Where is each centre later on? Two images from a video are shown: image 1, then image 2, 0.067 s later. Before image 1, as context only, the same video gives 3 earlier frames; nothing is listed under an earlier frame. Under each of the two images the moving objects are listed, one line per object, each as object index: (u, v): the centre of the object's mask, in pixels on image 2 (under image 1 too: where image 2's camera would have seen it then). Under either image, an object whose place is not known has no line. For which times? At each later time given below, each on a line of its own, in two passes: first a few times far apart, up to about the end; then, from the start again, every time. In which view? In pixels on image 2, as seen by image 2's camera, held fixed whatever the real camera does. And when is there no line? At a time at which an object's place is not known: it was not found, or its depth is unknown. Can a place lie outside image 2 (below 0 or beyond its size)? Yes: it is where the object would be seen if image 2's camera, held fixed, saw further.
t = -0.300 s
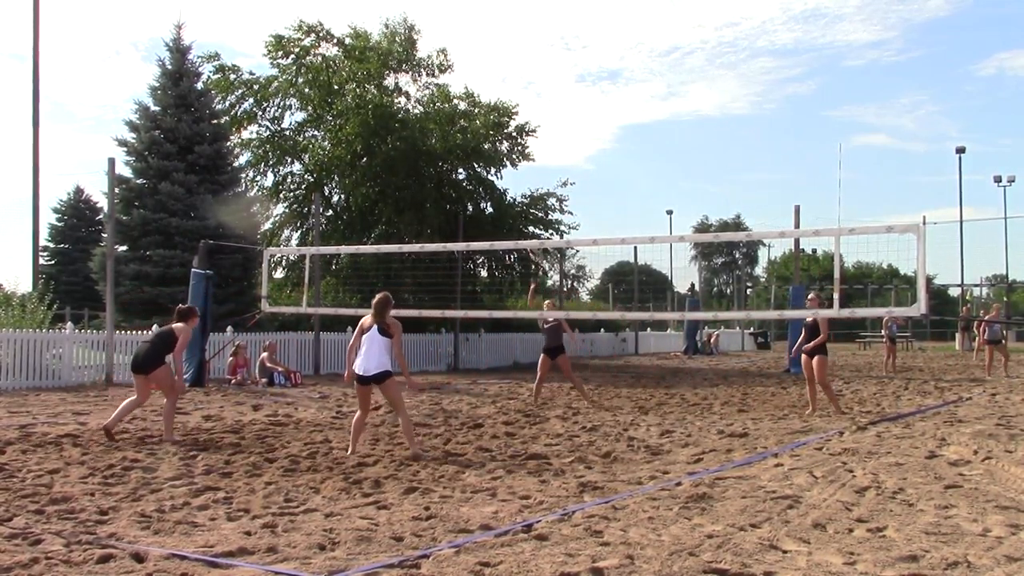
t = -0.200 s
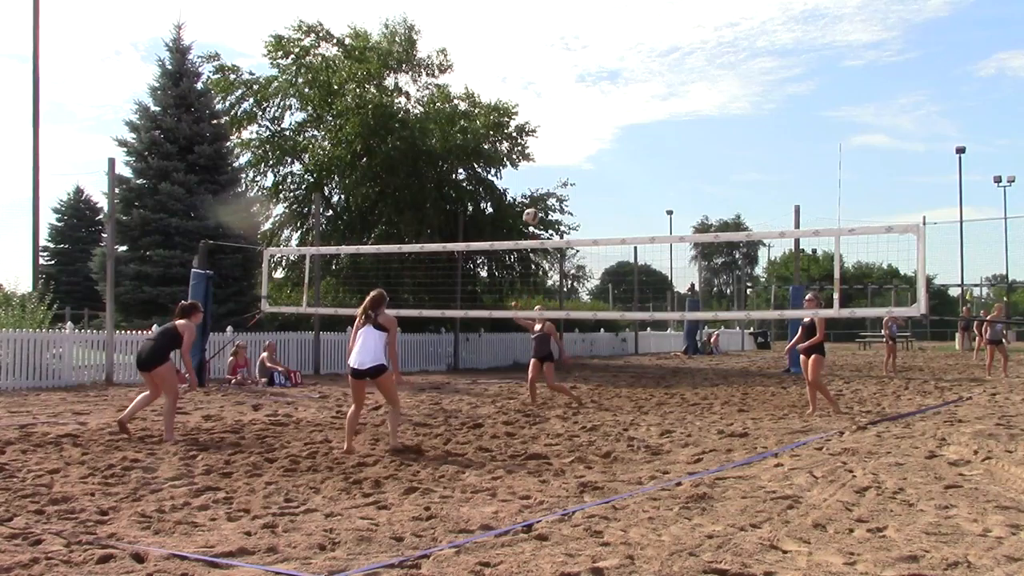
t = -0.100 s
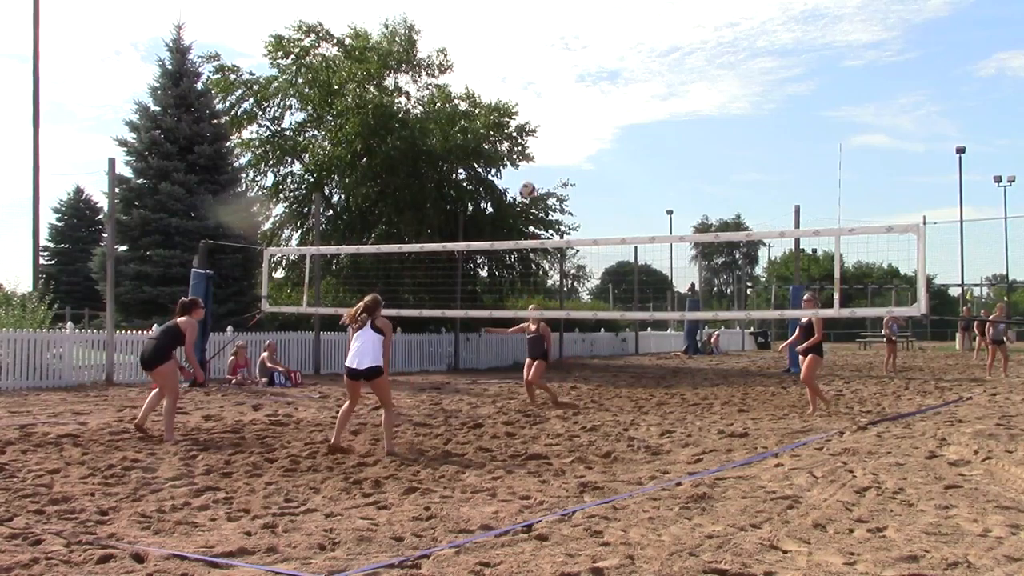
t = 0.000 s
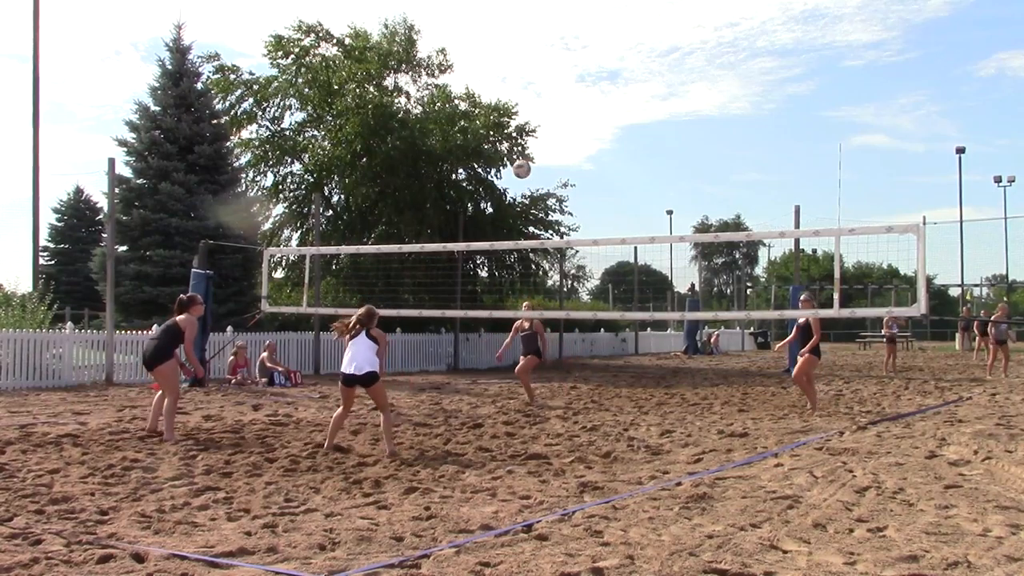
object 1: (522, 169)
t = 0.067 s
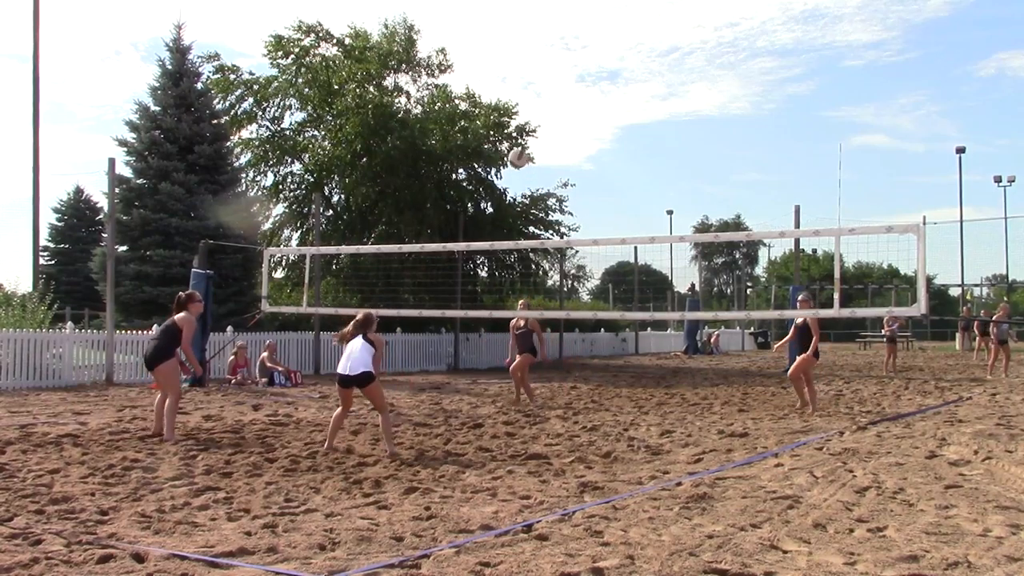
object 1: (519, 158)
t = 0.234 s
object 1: (506, 146)
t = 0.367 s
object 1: (494, 155)
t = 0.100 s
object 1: (515, 154)
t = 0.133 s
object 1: (514, 151)
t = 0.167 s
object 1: (511, 148)
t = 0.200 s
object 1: (507, 146)
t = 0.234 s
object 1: (506, 146)
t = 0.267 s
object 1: (503, 146)
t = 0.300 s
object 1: (499, 148)
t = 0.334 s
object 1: (496, 152)
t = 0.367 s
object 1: (494, 155)
